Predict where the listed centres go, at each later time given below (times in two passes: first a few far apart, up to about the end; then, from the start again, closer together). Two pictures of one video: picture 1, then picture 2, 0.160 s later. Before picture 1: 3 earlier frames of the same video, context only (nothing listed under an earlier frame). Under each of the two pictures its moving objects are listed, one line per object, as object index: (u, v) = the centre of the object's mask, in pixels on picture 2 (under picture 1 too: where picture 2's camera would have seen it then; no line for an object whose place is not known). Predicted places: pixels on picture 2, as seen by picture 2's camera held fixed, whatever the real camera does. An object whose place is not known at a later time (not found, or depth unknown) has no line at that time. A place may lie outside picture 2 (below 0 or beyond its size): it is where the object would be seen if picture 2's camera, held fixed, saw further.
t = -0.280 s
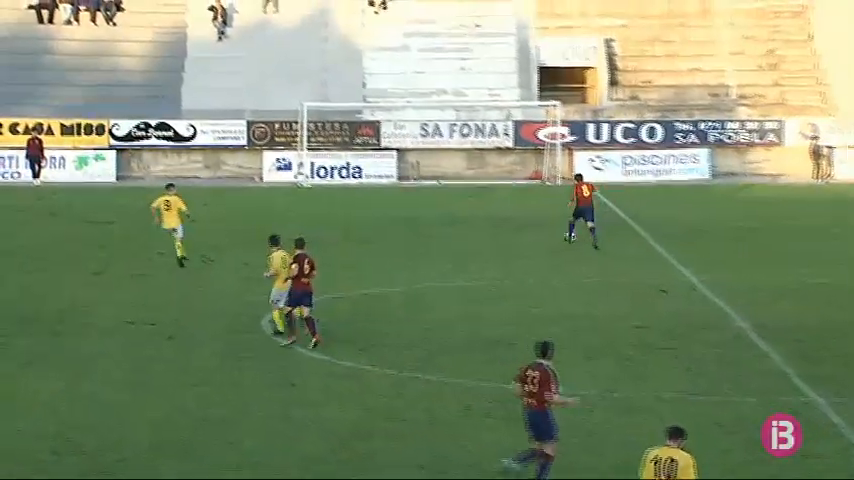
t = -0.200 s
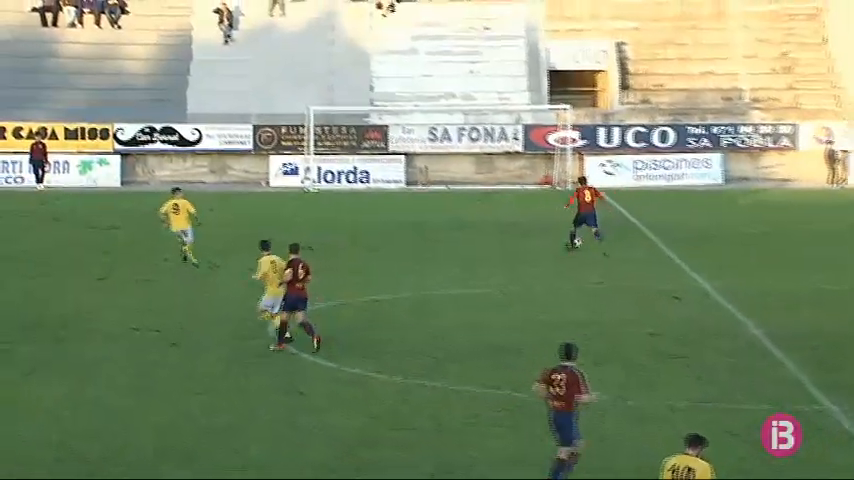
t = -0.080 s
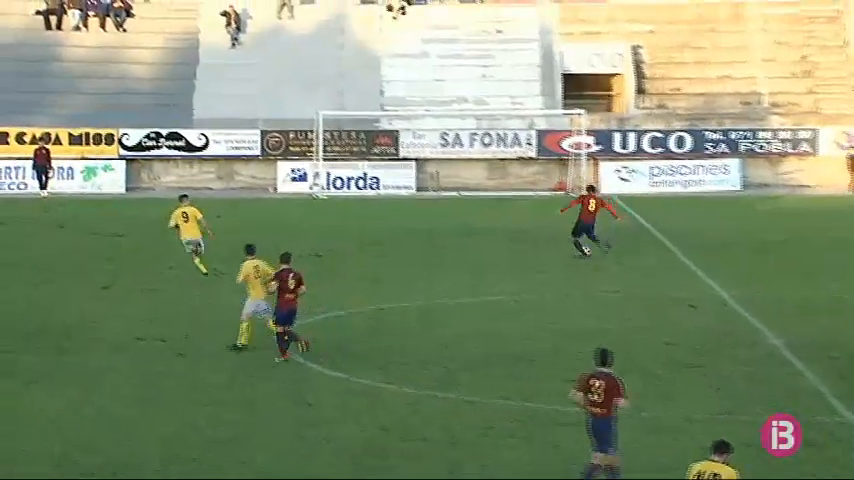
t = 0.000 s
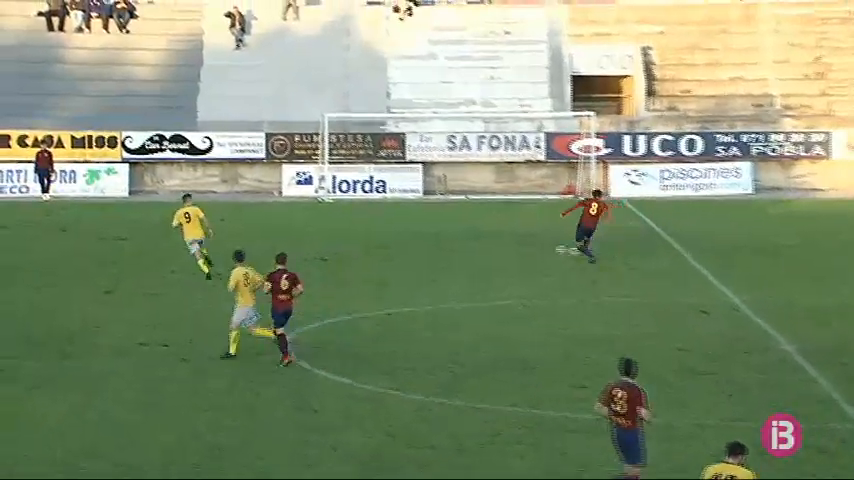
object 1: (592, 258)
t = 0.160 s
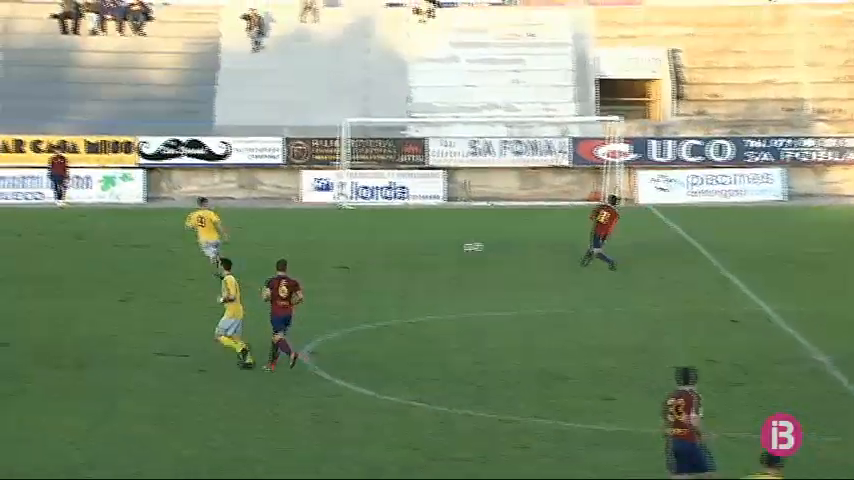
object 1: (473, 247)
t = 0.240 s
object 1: (417, 247)
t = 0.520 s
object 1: (253, 236)
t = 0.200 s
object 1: (444, 247)
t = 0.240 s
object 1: (417, 247)
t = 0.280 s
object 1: (391, 243)
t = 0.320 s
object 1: (367, 241)
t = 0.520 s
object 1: (253, 236)
